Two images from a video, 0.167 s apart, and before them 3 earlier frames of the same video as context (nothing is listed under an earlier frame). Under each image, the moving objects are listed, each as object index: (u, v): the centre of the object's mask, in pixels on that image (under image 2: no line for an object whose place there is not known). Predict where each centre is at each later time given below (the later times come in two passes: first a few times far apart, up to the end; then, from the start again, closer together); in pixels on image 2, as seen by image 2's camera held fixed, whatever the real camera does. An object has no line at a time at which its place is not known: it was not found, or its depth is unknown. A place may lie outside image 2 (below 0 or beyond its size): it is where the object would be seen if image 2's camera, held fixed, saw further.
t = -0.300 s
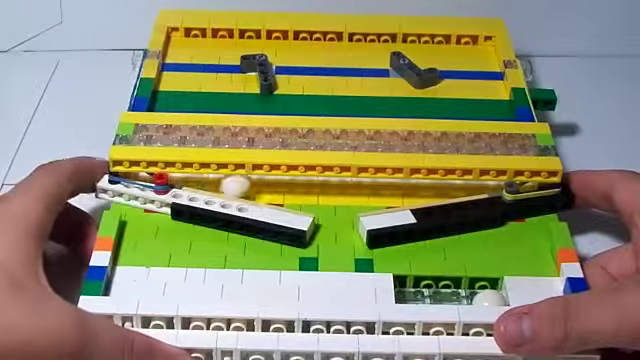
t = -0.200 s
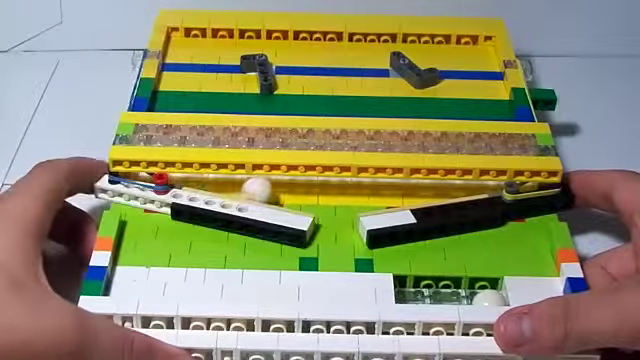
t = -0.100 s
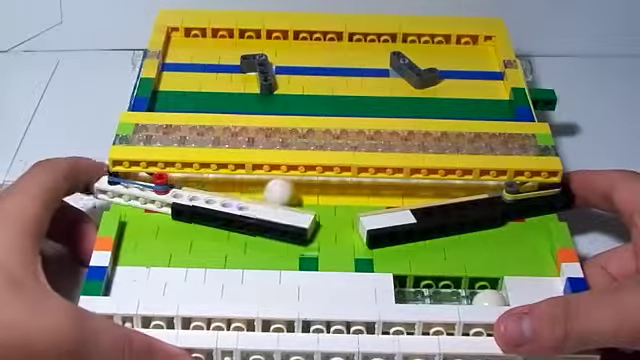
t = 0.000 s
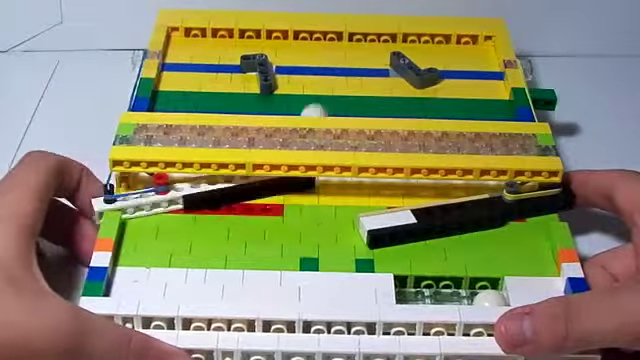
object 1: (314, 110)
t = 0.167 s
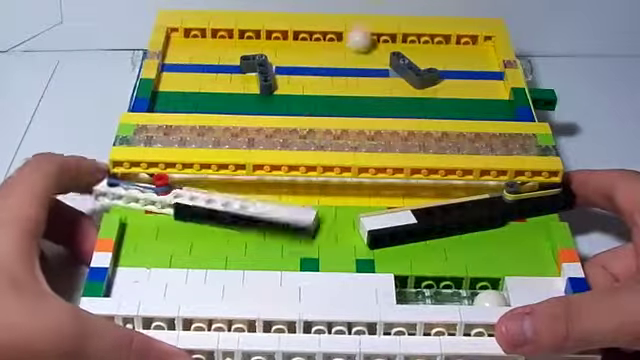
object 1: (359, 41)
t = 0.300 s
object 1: (382, 47)
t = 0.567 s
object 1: (373, 55)
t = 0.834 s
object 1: (355, 111)
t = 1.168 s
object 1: (361, 268)
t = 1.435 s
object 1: (400, 274)
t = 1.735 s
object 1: (455, 298)
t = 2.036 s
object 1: (447, 297)
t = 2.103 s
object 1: (452, 298)
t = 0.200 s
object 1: (366, 41)
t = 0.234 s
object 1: (373, 44)
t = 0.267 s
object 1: (381, 46)
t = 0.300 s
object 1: (382, 47)
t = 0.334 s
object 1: (381, 46)
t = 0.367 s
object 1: (382, 47)
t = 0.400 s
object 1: (380, 46)
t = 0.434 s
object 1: (379, 48)
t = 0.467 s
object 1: (378, 49)
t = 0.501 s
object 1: (376, 51)
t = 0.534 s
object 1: (375, 54)
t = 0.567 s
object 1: (373, 55)
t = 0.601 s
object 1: (372, 63)
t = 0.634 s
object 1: (371, 66)
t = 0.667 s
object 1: (369, 75)
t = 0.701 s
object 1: (368, 81)
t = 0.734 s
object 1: (365, 90)
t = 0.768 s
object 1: (360, 97)
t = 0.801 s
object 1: (358, 106)
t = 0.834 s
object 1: (355, 111)
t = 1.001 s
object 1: (337, 191)
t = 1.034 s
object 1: (333, 203)
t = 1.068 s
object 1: (337, 219)
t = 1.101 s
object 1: (346, 233)
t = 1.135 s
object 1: (353, 250)
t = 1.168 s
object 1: (361, 268)
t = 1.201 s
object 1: (370, 286)
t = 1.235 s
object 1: (375, 284)
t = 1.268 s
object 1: (377, 278)
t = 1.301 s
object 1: (381, 275)
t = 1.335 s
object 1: (385, 274)
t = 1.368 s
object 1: (389, 273)
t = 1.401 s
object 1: (394, 273)
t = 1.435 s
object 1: (400, 274)
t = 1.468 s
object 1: (411, 283)
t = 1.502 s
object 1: (421, 290)
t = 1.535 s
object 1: (433, 294)
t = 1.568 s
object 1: (447, 297)
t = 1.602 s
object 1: (455, 298)
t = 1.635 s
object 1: (454, 298)
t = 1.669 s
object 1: (454, 298)
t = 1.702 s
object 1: (455, 298)
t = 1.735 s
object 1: (455, 298)
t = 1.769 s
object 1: (454, 298)
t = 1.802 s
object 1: (453, 298)
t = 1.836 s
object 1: (450, 298)
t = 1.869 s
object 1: (448, 298)
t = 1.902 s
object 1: (447, 297)
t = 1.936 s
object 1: (446, 298)
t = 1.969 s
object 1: (446, 297)
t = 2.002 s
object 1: (446, 297)
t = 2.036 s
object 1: (447, 297)
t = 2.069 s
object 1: (449, 298)
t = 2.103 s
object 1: (452, 298)
